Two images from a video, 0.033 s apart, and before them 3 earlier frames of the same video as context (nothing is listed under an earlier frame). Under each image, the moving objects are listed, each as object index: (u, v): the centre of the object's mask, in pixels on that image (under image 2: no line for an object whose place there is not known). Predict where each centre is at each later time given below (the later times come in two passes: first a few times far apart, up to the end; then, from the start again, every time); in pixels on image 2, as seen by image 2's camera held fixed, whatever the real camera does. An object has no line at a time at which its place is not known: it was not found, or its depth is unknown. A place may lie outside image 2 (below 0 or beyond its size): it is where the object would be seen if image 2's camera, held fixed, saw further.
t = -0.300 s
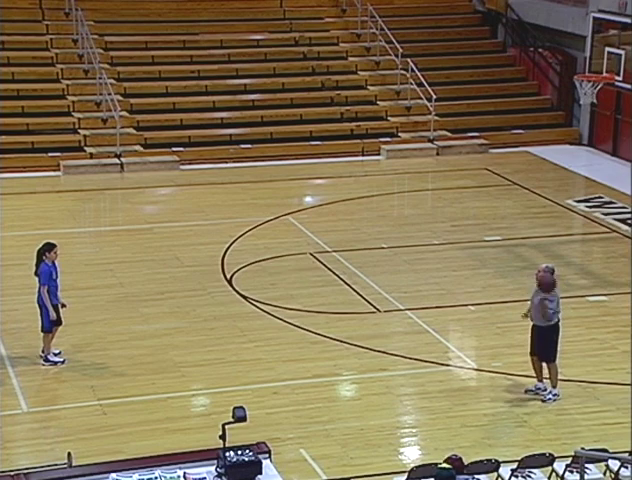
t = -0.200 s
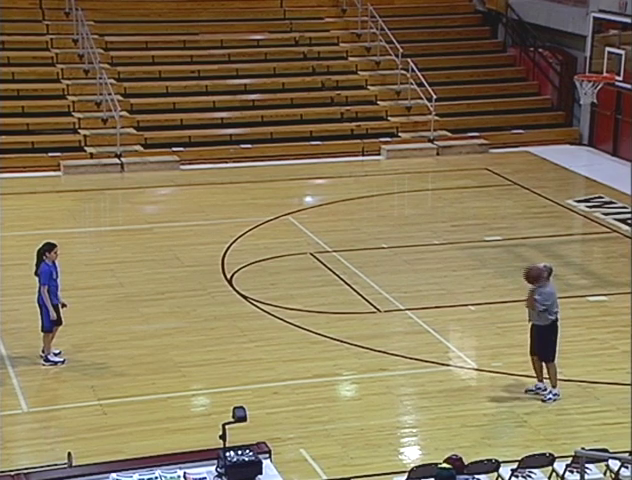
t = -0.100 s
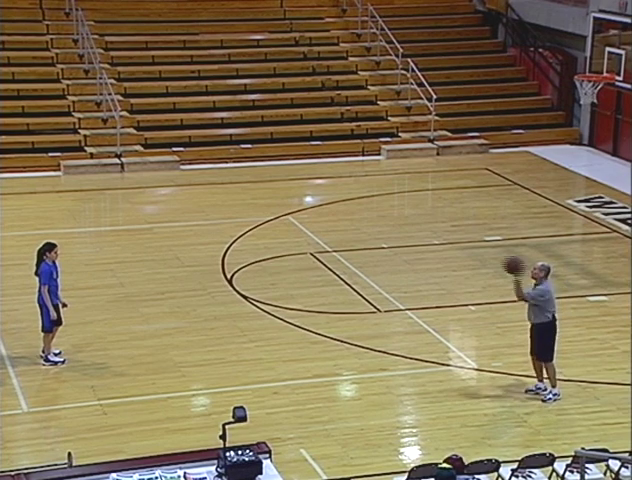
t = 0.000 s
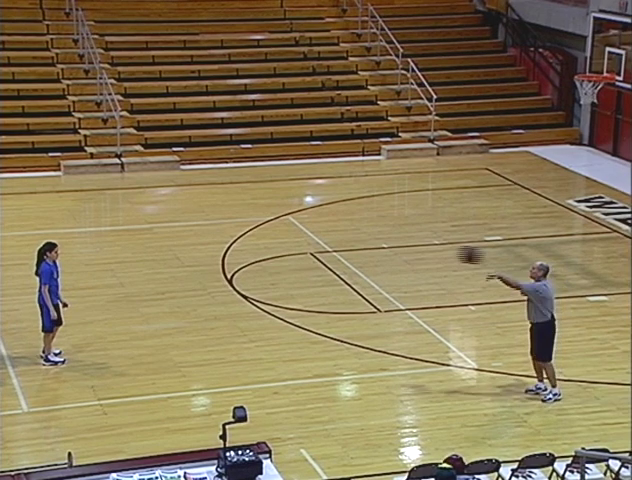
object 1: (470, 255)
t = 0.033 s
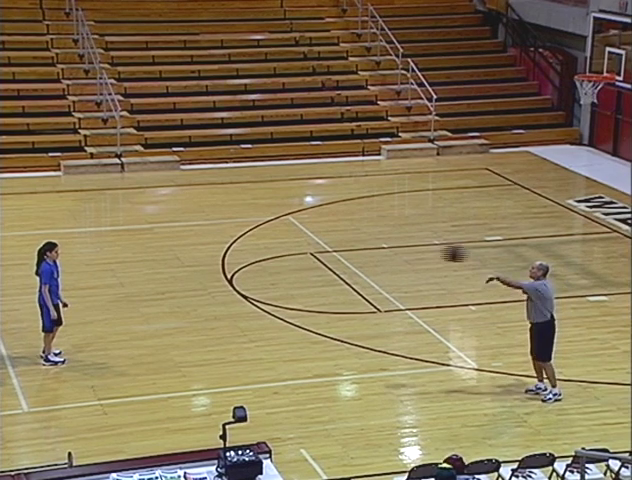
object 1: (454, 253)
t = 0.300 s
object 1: (331, 270)
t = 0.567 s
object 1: (218, 335)
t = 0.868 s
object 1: (149, 300)
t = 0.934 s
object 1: (136, 290)
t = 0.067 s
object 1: (438, 252)
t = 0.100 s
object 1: (422, 253)
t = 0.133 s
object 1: (406, 254)
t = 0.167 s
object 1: (390, 256)
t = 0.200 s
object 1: (375, 258)
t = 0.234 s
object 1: (360, 261)
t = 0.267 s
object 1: (345, 265)
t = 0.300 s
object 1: (331, 270)
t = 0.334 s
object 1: (315, 276)
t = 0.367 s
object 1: (301, 282)
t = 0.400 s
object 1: (288, 289)
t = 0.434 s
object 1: (274, 296)
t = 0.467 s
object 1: (259, 305)
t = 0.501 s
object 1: (245, 315)
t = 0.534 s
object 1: (232, 324)
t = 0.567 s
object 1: (218, 335)
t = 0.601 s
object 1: (206, 345)
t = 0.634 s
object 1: (192, 357)
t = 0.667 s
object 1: (185, 349)
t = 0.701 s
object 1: (179, 339)
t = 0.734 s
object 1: (173, 330)
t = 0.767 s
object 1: (167, 321)
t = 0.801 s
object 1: (161, 313)
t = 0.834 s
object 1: (155, 306)
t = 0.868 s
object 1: (149, 300)
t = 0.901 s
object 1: (142, 294)
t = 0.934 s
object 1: (136, 290)
